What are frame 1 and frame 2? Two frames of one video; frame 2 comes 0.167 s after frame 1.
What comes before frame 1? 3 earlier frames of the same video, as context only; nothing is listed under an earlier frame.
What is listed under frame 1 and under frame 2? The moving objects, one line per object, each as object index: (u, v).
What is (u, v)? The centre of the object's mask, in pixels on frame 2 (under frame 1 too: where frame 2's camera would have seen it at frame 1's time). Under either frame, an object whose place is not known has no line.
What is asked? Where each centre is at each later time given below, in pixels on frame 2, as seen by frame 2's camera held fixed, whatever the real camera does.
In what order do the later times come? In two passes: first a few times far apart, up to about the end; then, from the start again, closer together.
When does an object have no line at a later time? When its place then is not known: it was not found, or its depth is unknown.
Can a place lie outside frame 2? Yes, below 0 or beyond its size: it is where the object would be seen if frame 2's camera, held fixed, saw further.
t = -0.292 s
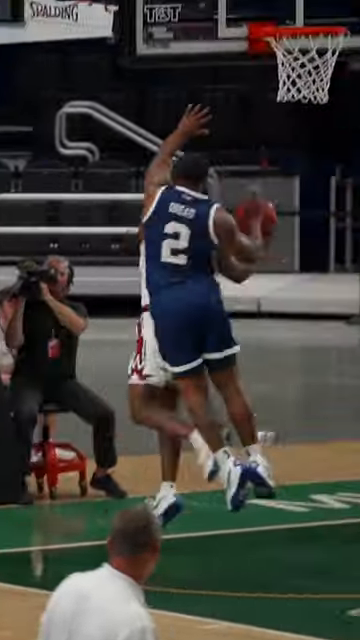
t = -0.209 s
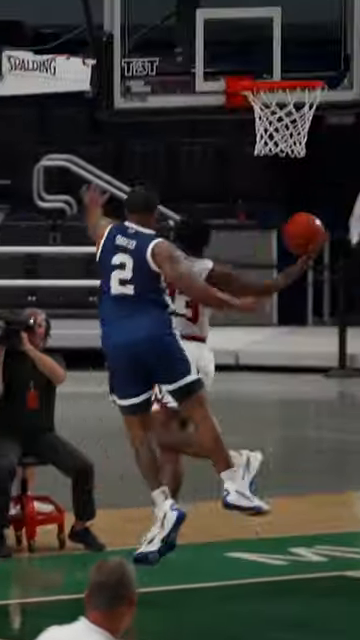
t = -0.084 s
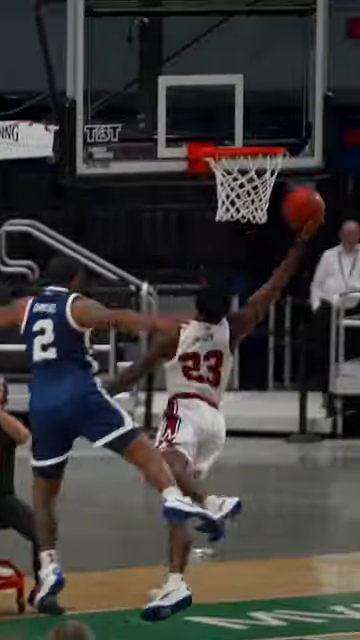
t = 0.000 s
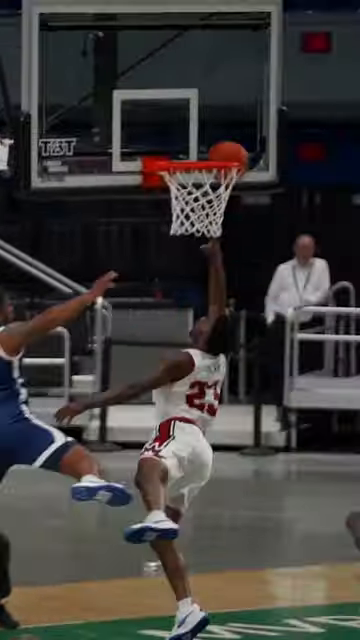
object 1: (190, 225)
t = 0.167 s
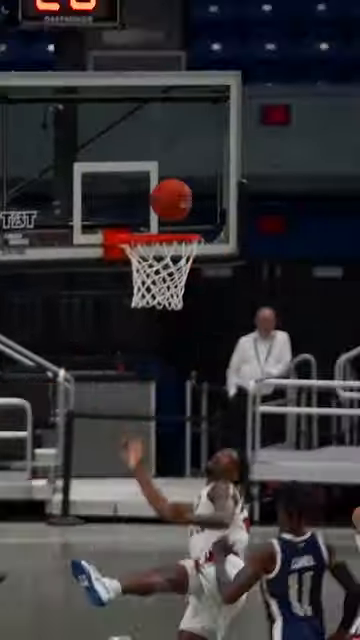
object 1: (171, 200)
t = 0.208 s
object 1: (171, 202)
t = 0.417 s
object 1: (157, 225)
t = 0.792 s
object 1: (162, 387)
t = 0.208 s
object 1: (171, 202)
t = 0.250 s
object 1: (170, 206)
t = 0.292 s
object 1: (169, 214)
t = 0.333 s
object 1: (169, 222)
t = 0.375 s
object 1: (164, 223)
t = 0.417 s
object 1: (157, 225)
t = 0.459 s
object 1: (153, 240)
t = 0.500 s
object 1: (152, 250)
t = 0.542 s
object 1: (152, 257)
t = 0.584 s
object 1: (154, 272)
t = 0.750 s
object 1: (160, 359)
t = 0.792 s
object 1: (162, 387)
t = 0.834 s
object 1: (164, 418)
